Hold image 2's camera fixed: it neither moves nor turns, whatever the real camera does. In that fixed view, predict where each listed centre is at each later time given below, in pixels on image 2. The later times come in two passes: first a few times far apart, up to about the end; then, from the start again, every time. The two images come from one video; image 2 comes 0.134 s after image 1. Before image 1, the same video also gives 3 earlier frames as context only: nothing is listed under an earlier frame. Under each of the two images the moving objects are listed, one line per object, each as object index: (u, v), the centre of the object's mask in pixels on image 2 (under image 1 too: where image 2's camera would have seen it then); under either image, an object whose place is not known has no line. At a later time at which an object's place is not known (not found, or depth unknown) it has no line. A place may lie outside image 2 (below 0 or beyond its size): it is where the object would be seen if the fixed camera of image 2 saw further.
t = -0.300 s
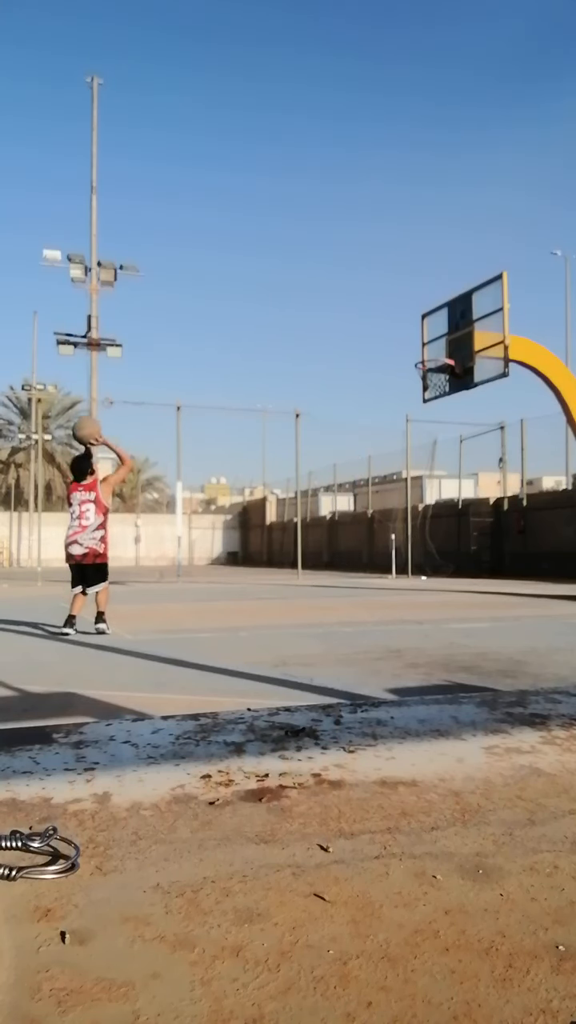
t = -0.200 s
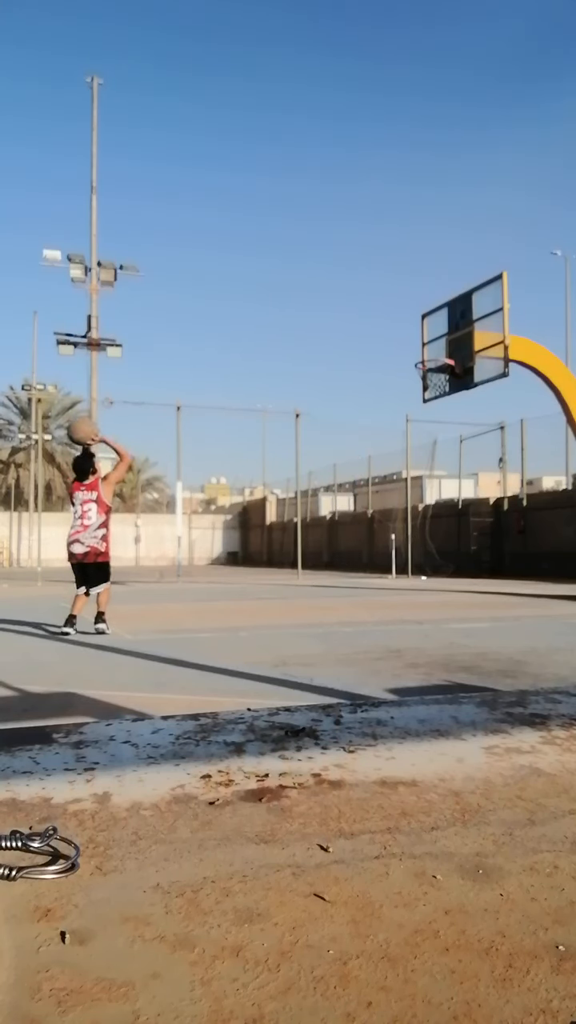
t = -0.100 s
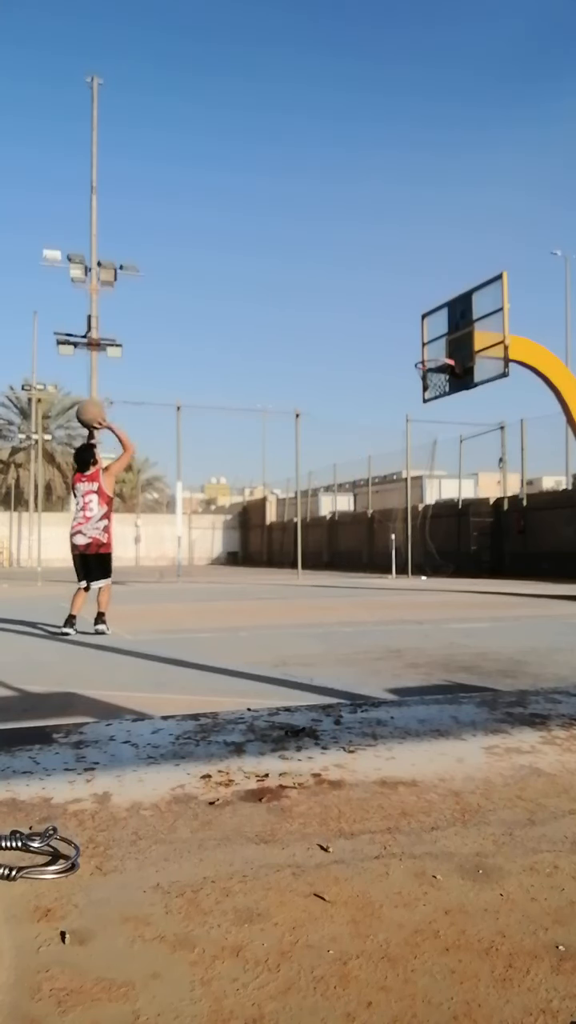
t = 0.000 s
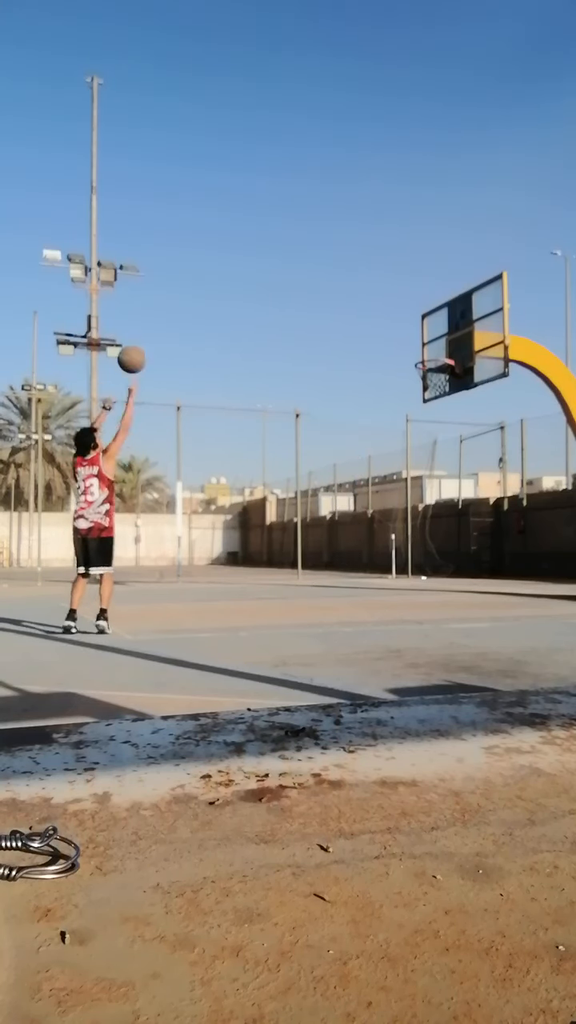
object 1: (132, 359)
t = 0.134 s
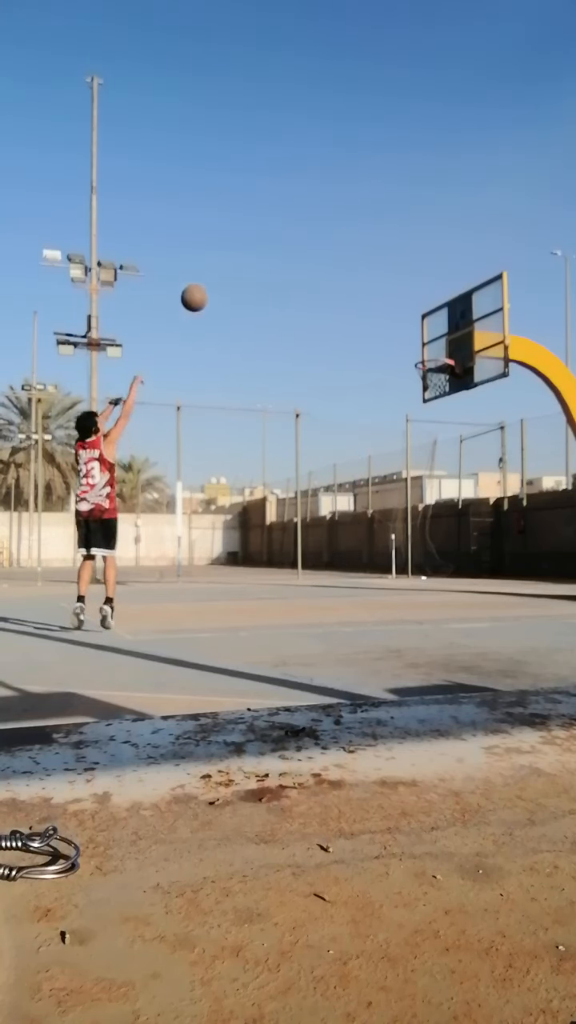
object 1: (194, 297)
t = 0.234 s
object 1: (236, 269)
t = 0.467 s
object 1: (319, 247)
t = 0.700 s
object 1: (389, 274)
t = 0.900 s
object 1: (440, 330)
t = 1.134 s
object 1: (432, 331)
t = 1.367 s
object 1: (376, 333)
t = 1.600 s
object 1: (323, 381)
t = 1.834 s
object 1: (269, 475)
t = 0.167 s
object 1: (208, 286)
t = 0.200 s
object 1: (222, 277)
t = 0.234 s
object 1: (236, 269)
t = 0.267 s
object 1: (248, 262)
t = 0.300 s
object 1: (261, 257)
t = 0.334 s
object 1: (273, 252)
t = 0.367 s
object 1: (285, 250)
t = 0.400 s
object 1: (297, 248)
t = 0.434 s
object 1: (308, 247)
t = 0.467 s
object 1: (319, 247)
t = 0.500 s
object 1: (330, 248)
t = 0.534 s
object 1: (341, 250)
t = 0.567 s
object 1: (351, 253)
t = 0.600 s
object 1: (361, 257)
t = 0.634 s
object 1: (370, 262)
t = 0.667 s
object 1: (379, 268)
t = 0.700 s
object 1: (389, 274)
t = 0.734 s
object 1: (397, 282)
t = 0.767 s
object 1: (406, 290)
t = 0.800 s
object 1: (415, 299)
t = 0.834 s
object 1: (423, 308)
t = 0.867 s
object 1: (431, 318)
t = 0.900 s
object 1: (440, 330)
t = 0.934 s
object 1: (448, 341)
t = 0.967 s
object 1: (455, 351)
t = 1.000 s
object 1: (462, 347)
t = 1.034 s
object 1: (453, 342)
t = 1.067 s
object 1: (447, 338)
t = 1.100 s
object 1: (440, 334)
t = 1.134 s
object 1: (432, 331)
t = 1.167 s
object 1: (425, 328)
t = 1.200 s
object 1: (412, 325)
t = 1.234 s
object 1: (404, 325)
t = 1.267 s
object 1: (397, 326)
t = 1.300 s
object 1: (390, 328)
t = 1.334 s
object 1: (383, 330)
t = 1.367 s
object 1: (376, 333)
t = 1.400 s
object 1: (368, 337)
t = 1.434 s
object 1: (361, 342)
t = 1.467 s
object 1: (354, 348)
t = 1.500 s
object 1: (346, 355)
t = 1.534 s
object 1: (339, 362)
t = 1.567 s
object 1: (331, 371)
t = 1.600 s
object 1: (323, 381)
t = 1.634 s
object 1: (316, 392)
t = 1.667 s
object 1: (308, 403)
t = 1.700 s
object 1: (300, 416)
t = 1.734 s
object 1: (293, 429)
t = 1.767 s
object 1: (285, 444)
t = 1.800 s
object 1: (277, 459)
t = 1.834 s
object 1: (269, 475)
